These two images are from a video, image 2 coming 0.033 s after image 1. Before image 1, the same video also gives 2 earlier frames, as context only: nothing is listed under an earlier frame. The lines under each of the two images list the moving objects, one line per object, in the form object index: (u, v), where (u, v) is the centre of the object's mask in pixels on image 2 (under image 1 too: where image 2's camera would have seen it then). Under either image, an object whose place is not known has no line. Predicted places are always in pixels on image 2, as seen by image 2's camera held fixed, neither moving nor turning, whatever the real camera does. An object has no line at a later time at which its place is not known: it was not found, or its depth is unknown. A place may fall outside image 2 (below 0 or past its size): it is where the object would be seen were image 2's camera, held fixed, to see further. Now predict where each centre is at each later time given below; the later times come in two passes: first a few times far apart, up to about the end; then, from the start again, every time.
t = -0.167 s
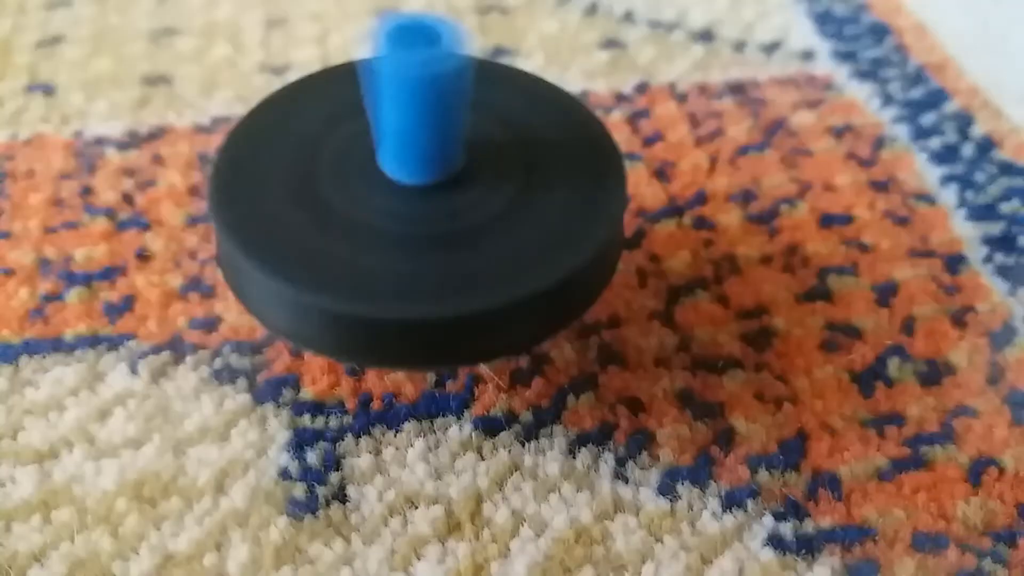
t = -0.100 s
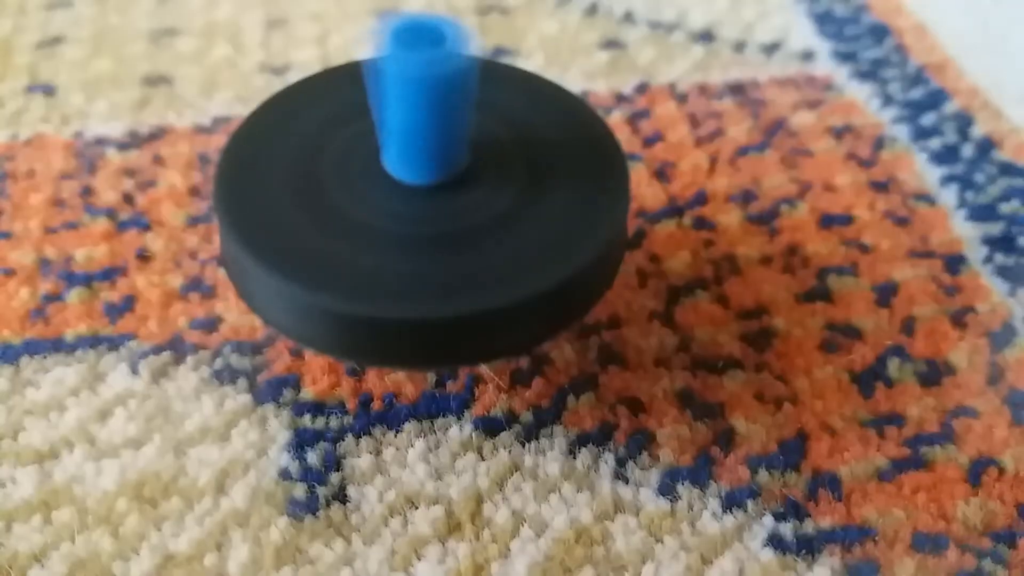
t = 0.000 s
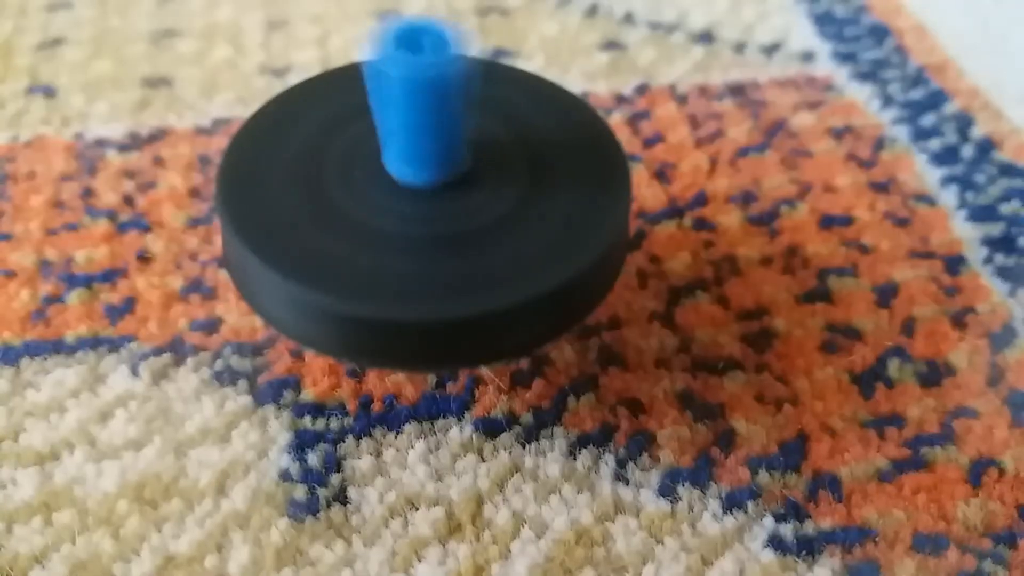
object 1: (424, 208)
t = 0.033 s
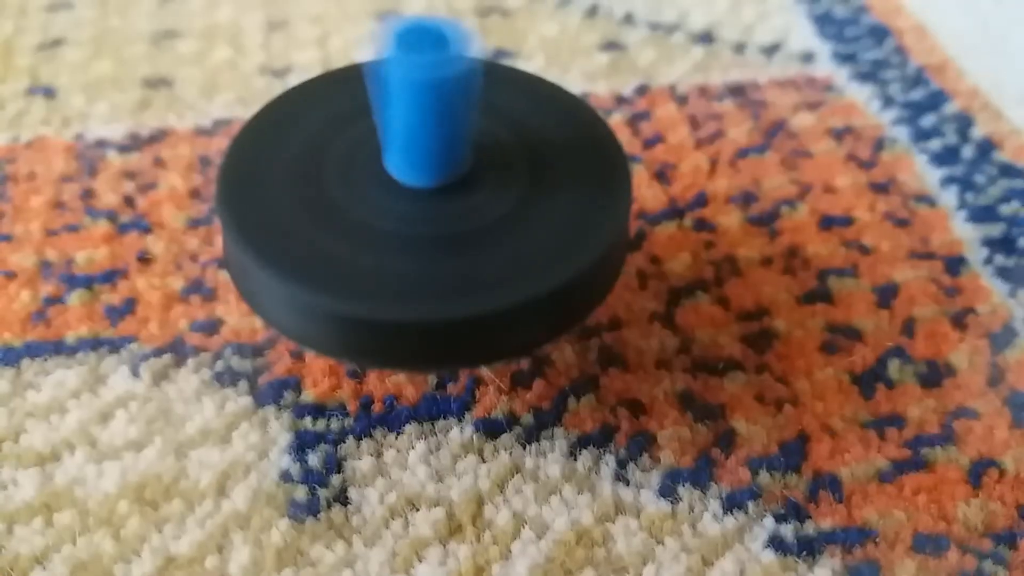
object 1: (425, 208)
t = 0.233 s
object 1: (430, 204)
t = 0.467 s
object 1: (444, 196)
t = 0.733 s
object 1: (460, 180)
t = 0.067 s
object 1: (425, 208)
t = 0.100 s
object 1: (426, 208)
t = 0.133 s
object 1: (426, 208)
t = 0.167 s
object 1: (427, 207)
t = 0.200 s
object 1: (429, 206)
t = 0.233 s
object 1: (430, 204)
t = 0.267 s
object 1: (430, 202)
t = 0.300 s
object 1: (433, 201)
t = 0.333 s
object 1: (434, 201)
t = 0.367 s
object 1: (436, 200)
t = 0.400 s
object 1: (437, 199)
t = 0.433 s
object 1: (441, 197)
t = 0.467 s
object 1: (444, 196)
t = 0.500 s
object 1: (448, 195)
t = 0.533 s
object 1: (451, 193)
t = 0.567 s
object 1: (456, 190)
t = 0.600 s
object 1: (457, 188)
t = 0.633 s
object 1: (458, 185)
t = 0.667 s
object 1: (459, 184)
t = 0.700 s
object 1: (459, 182)
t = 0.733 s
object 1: (460, 180)
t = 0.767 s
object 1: (461, 179)
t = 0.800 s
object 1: (463, 177)
